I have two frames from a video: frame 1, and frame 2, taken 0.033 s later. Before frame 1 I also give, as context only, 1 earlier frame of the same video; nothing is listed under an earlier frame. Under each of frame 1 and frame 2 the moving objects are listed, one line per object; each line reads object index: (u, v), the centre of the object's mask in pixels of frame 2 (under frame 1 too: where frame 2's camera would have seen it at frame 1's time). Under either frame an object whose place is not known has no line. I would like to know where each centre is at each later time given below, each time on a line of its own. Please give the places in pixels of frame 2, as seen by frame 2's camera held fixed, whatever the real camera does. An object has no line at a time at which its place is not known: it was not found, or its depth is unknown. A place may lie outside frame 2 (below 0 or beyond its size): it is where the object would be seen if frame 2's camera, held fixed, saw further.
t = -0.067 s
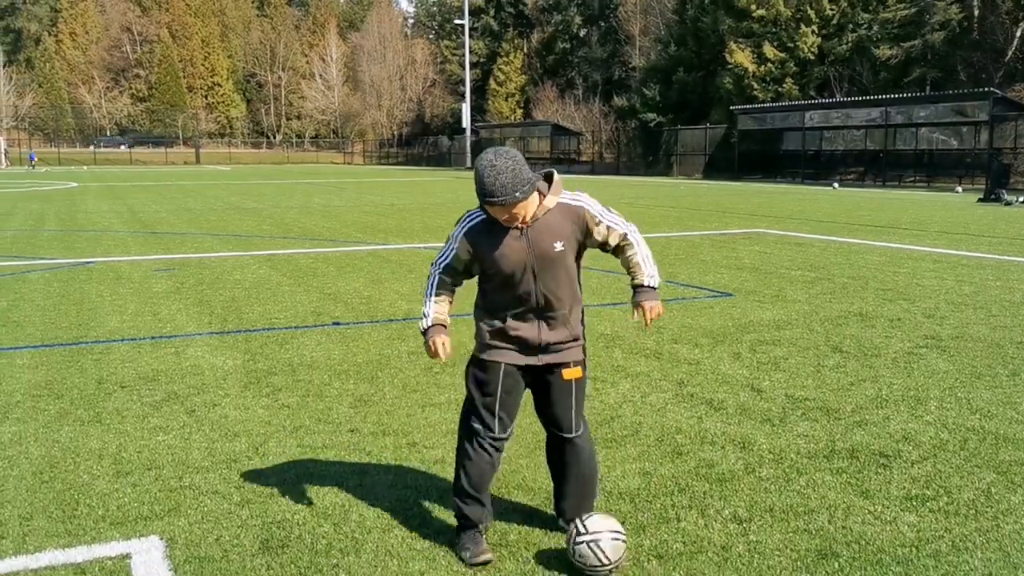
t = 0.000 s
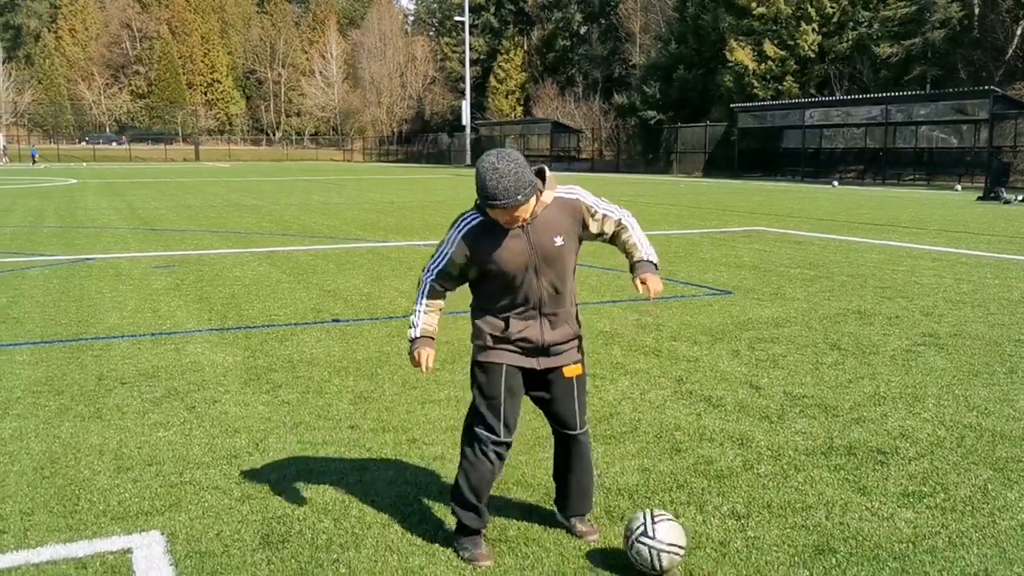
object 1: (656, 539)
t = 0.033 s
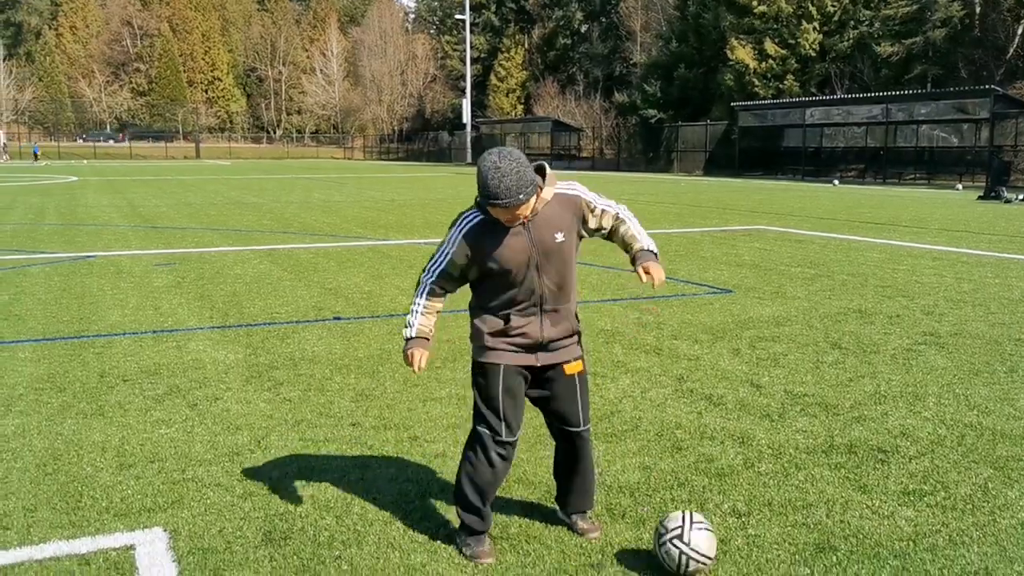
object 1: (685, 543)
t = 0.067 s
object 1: (715, 548)
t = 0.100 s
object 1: (739, 551)
